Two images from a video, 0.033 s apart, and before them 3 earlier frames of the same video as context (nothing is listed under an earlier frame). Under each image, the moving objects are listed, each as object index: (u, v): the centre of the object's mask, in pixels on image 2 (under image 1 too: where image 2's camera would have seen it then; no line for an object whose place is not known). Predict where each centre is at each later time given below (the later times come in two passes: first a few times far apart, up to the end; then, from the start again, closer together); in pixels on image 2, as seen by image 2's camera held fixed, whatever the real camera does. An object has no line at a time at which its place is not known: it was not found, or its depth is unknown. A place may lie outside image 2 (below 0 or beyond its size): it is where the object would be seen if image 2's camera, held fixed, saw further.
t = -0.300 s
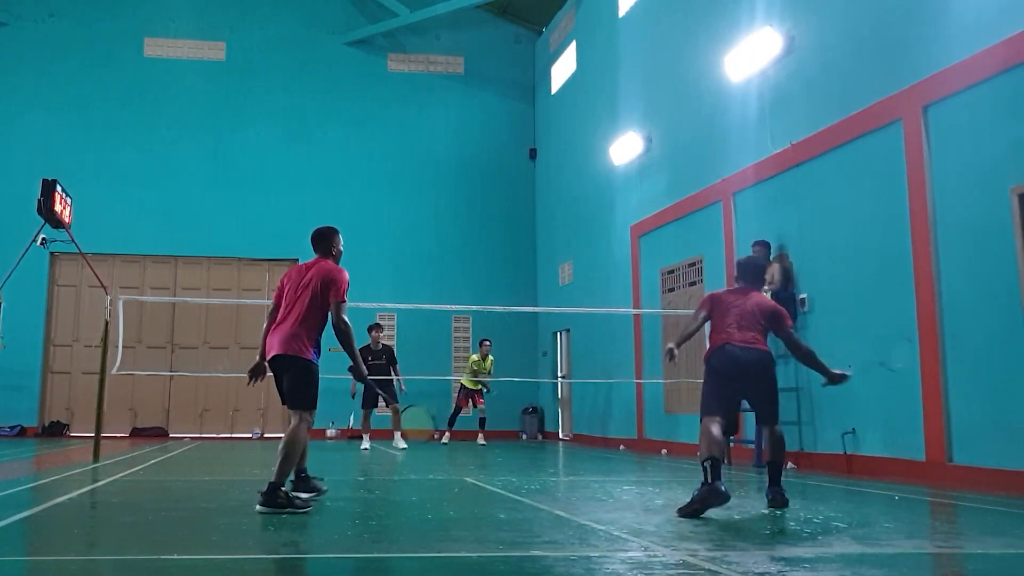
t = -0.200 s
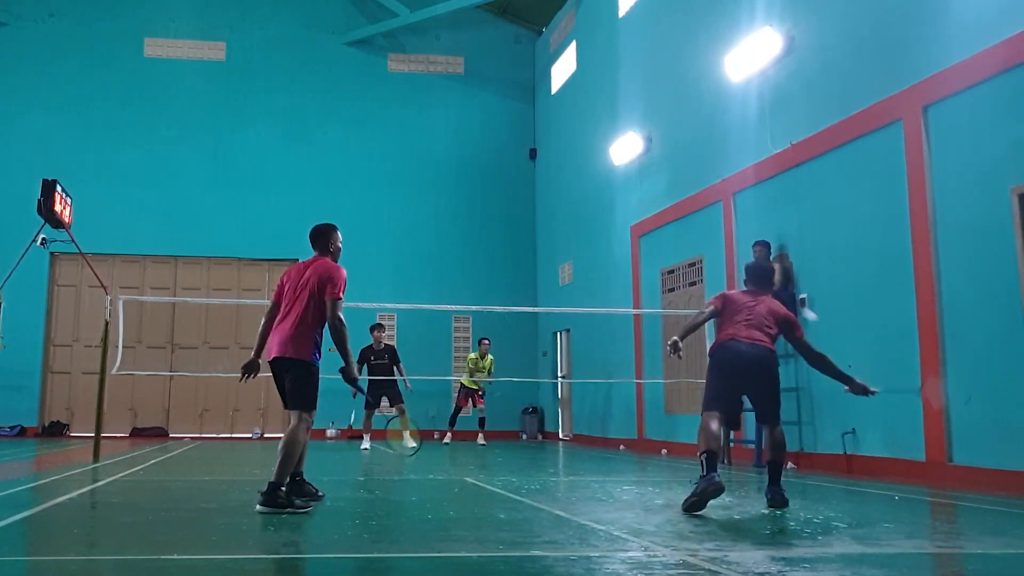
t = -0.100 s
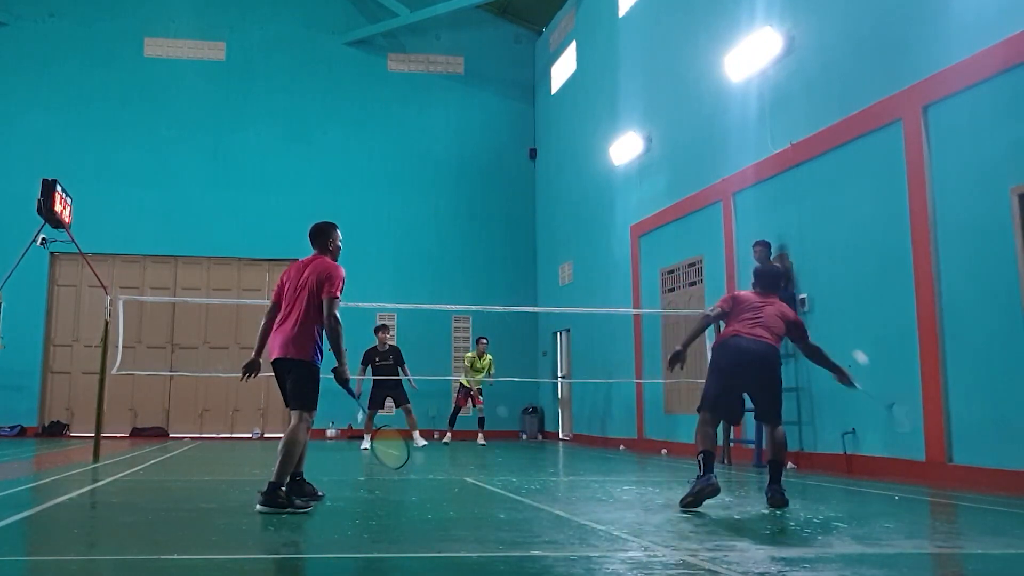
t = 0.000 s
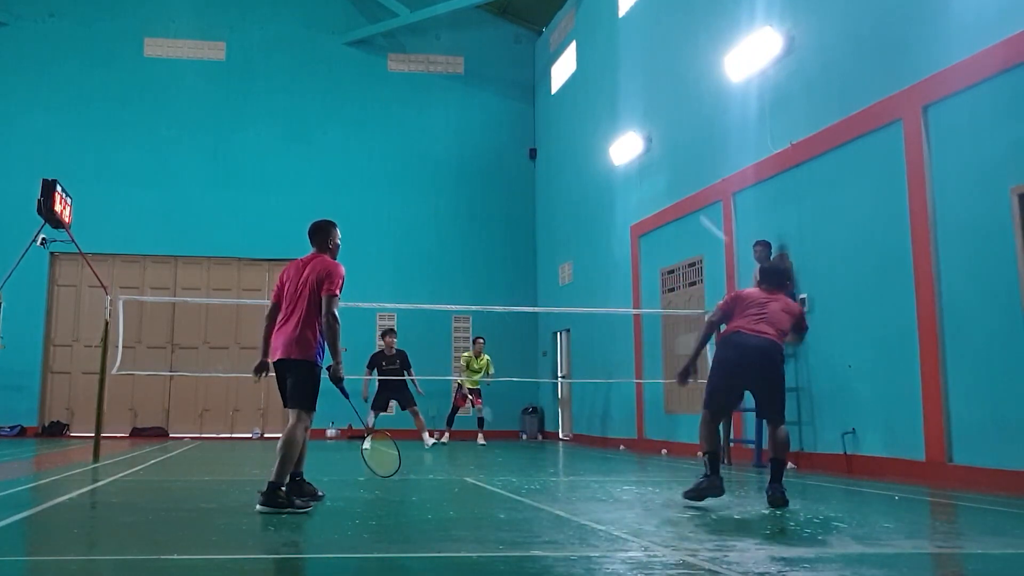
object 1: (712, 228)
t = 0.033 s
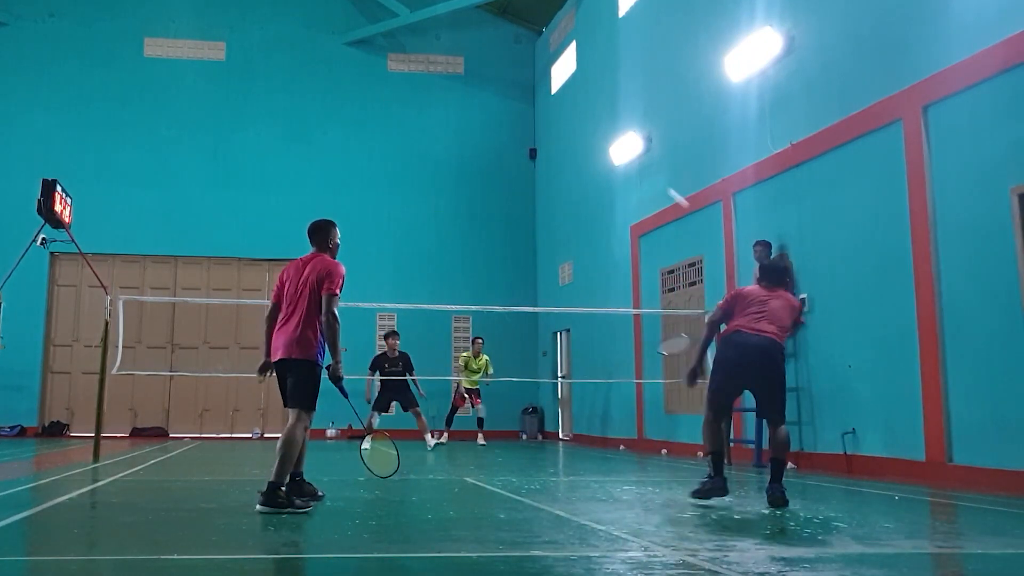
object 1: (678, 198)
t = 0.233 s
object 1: (579, 129)
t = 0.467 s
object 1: (530, 125)
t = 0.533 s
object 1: (522, 133)
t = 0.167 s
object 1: (600, 140)
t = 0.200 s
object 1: (589, 133)
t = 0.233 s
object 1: (579, 129)
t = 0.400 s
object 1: (539, 121)
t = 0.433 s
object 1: (534, 123)
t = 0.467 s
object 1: (530, 125)
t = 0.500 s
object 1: (526, 129)
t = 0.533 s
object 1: (522, 133)
